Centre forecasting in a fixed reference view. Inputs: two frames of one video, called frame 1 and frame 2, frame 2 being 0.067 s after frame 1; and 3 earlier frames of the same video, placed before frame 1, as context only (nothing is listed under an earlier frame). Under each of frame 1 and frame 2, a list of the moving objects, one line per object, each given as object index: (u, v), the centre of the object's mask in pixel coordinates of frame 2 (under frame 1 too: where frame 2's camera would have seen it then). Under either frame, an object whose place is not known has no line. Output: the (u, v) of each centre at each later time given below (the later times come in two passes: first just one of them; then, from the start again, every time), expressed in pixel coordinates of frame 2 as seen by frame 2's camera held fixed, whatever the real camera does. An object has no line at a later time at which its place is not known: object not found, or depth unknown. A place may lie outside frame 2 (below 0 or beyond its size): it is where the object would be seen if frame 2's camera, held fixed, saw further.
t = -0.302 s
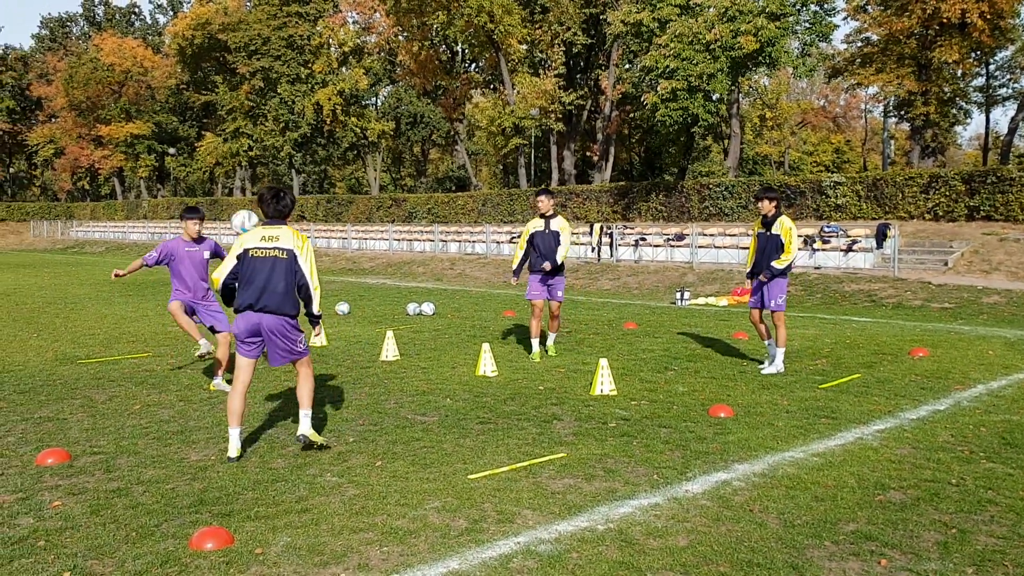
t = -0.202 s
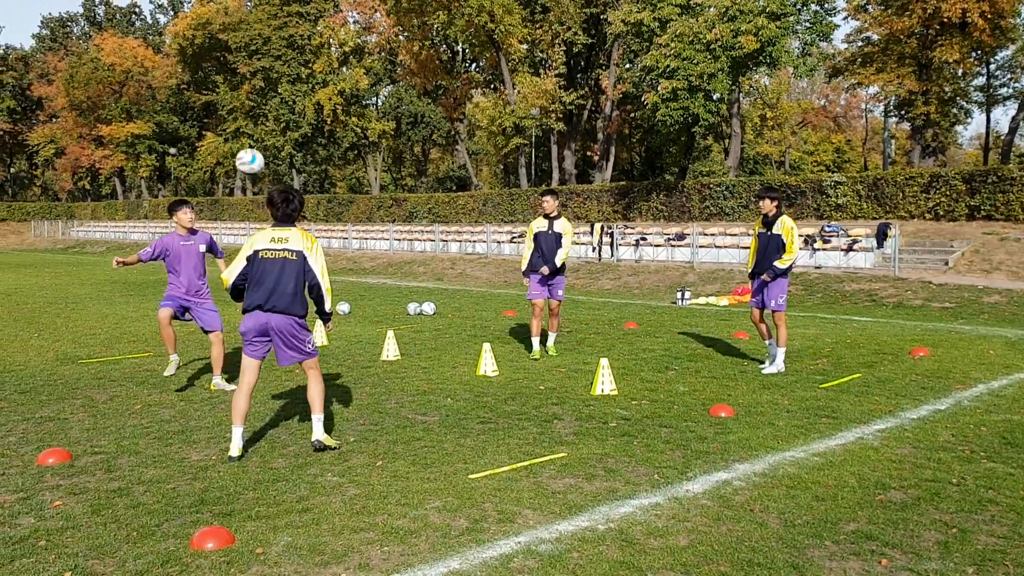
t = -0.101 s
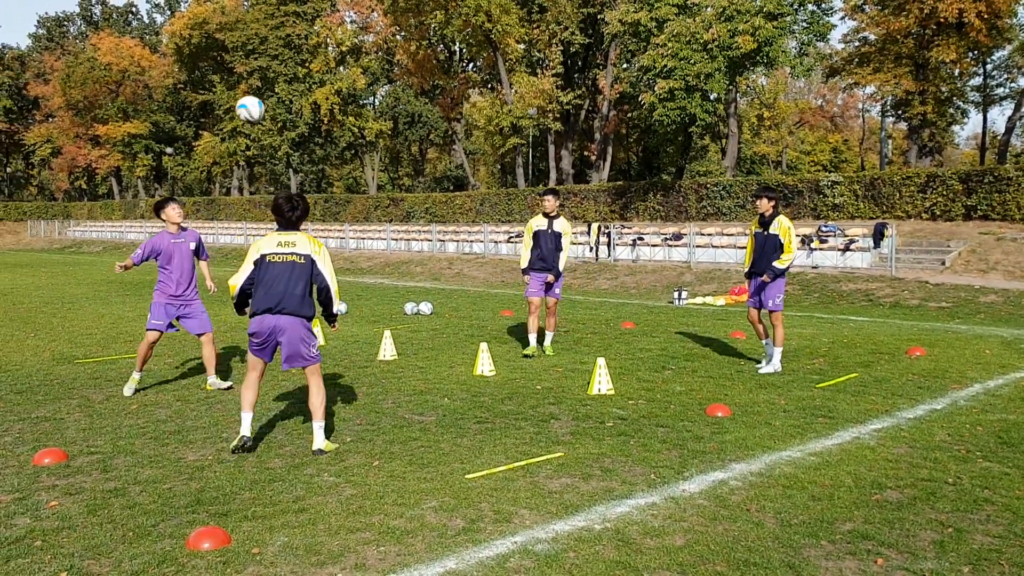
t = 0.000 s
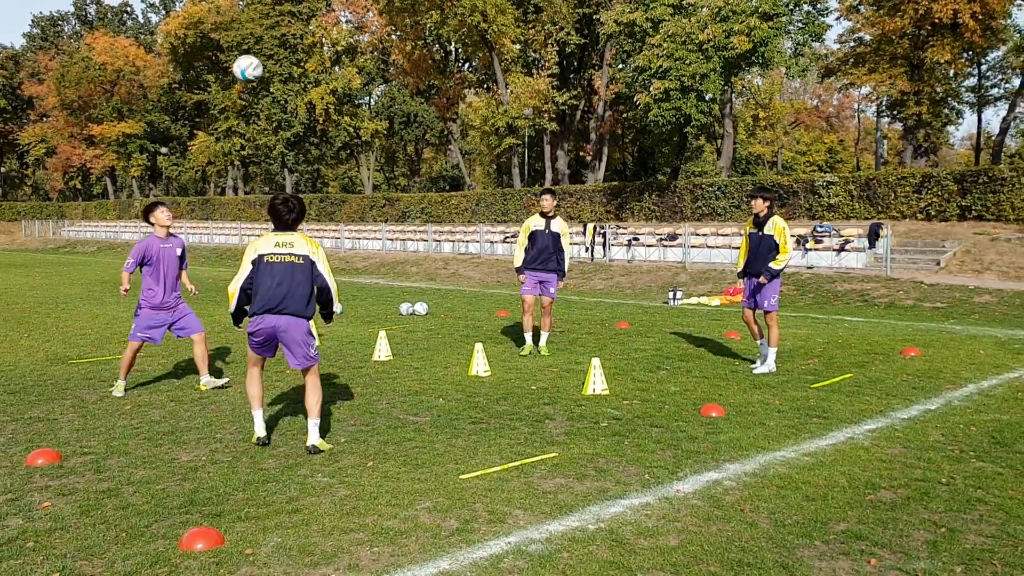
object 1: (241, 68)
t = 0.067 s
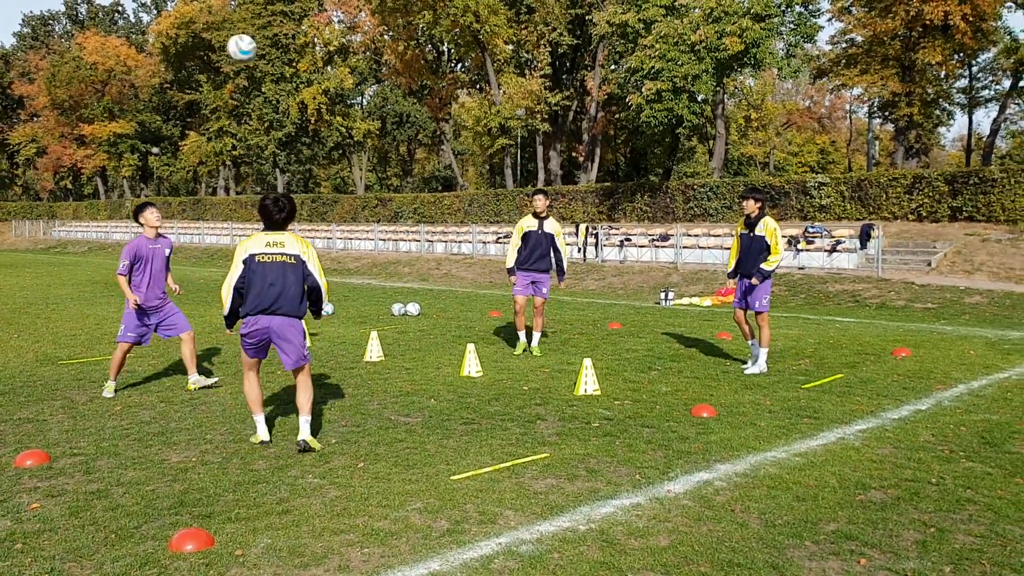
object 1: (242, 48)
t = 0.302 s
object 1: (242, 16)
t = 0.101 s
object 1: (242, 39)
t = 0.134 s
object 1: (243, 32)
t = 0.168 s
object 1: (243, 27)
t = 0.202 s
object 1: (243, 21)
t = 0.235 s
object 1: (243, 19)
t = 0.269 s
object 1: (242, 17)
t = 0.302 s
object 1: (242, 16)
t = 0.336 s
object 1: (242, 18)
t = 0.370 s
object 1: (242, 20)
